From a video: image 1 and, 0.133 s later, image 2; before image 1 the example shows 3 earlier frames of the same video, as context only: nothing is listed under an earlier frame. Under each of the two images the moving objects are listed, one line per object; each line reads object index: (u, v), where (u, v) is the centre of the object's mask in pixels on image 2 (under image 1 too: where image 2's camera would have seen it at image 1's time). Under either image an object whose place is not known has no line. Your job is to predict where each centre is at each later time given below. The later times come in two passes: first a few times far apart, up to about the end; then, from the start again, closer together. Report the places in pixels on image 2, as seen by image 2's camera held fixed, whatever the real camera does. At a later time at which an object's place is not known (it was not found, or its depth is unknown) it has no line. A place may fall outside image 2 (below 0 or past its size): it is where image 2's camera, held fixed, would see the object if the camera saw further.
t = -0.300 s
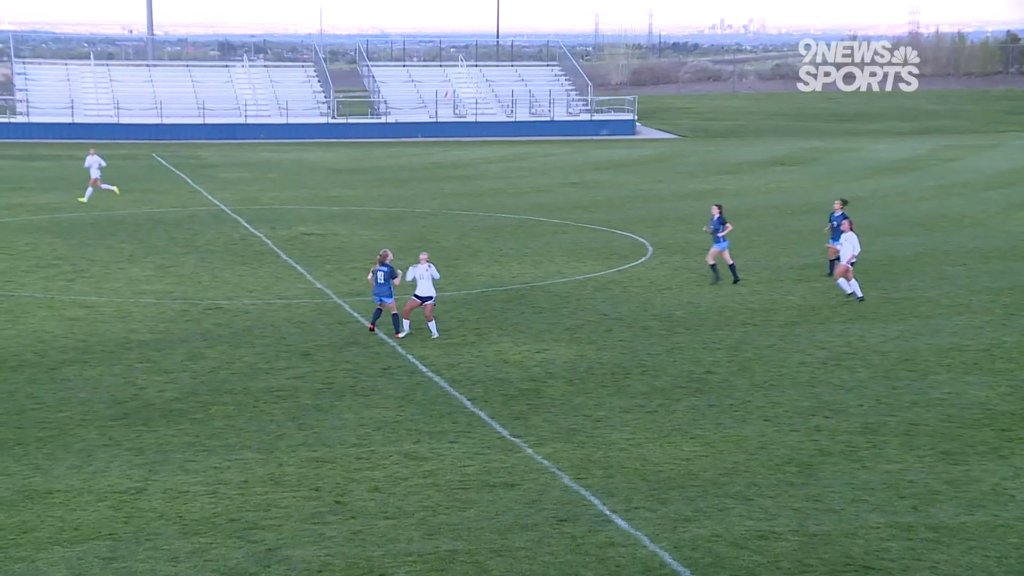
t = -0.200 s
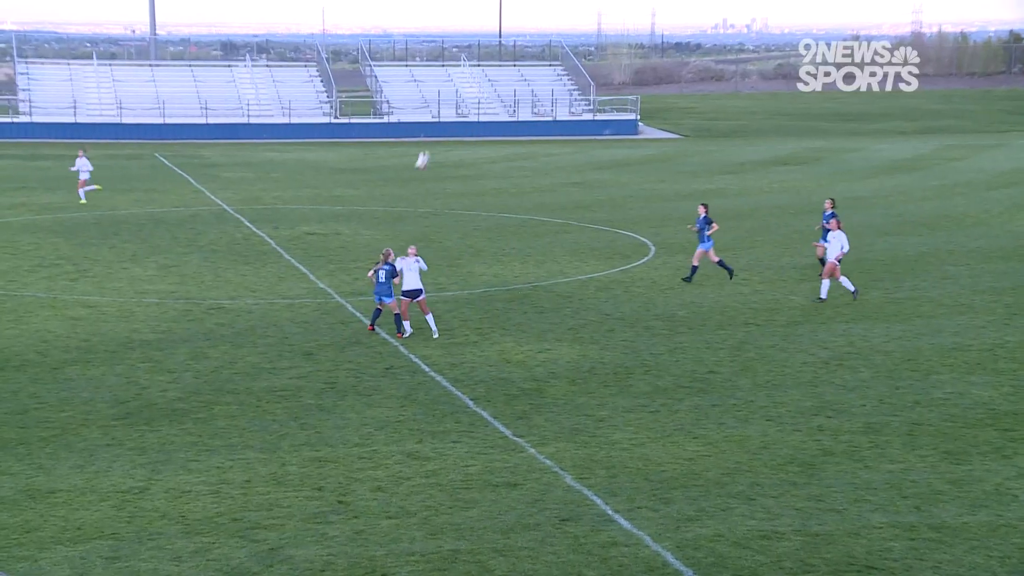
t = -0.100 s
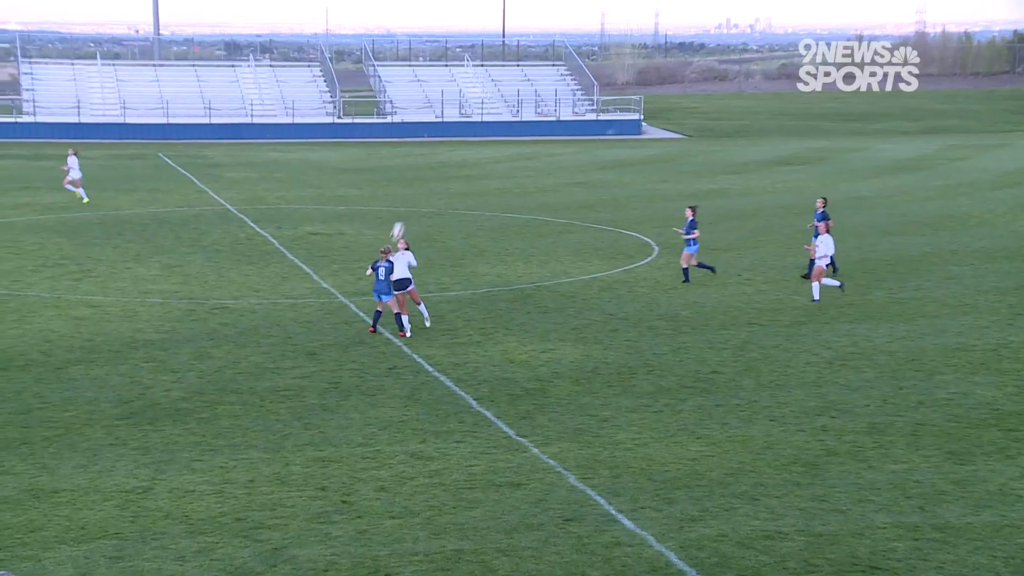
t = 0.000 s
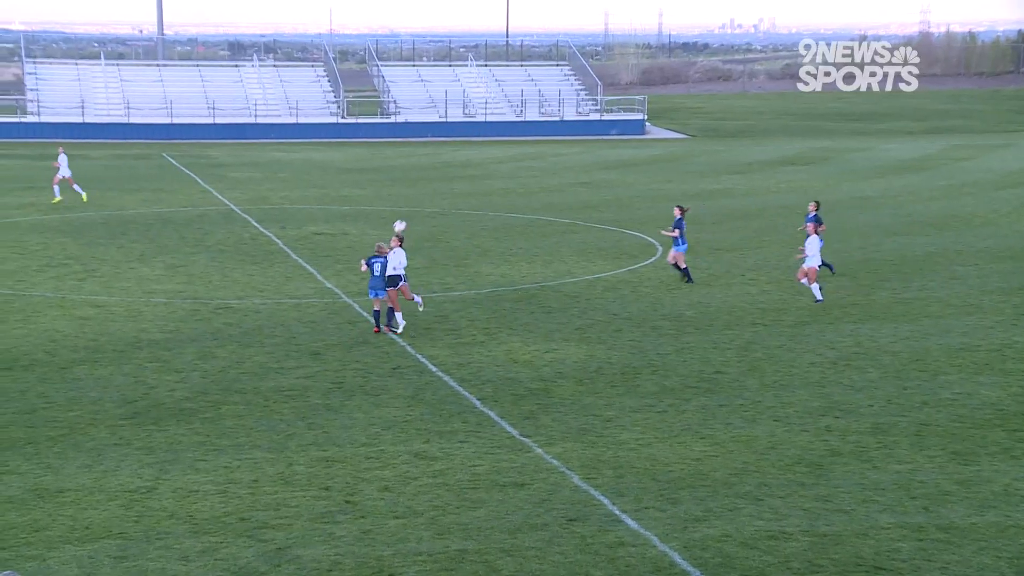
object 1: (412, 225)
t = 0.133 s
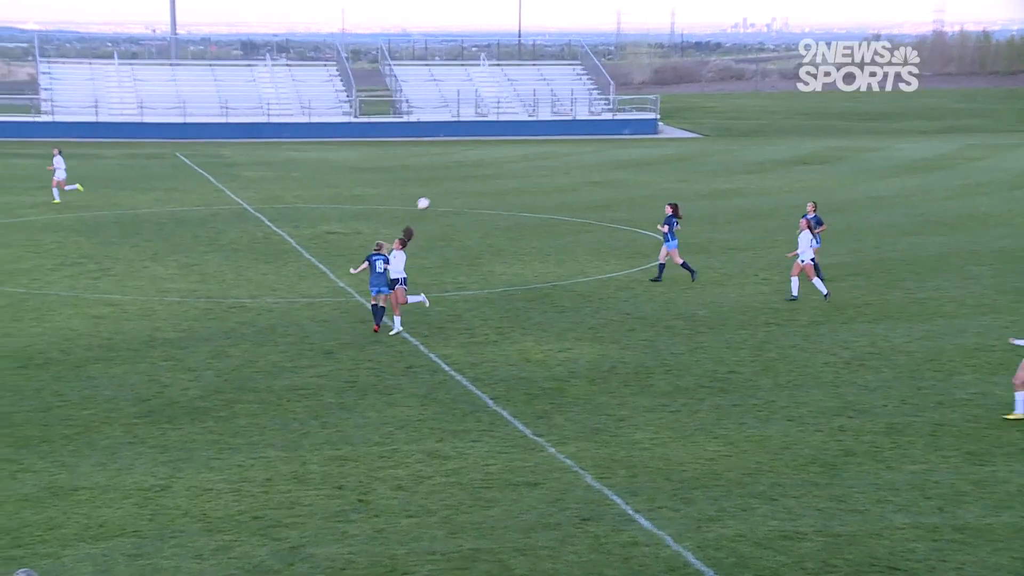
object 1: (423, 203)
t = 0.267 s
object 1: (433, 192)
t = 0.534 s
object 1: (451, 201)
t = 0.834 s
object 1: (465, 249)
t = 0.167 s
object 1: (426, 200)
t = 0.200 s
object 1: (428, 196)
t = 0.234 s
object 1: (431, 194)
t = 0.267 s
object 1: (433, 192)
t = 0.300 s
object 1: (436, 191)
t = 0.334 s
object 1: (439, 191)
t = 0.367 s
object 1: (441, 191)
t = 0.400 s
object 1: (443, 192)
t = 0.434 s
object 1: (445, 193)
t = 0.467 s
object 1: (447, 195)
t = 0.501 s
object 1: (449, 198)
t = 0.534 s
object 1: (451, 201)
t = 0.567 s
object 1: (453, 204)
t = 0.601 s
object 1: (454, 208)
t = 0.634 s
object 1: (456, 213)
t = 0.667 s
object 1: (458, 217)
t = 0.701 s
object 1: (459, 223)
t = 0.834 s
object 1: (465, 249)
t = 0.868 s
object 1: (466, 257)
